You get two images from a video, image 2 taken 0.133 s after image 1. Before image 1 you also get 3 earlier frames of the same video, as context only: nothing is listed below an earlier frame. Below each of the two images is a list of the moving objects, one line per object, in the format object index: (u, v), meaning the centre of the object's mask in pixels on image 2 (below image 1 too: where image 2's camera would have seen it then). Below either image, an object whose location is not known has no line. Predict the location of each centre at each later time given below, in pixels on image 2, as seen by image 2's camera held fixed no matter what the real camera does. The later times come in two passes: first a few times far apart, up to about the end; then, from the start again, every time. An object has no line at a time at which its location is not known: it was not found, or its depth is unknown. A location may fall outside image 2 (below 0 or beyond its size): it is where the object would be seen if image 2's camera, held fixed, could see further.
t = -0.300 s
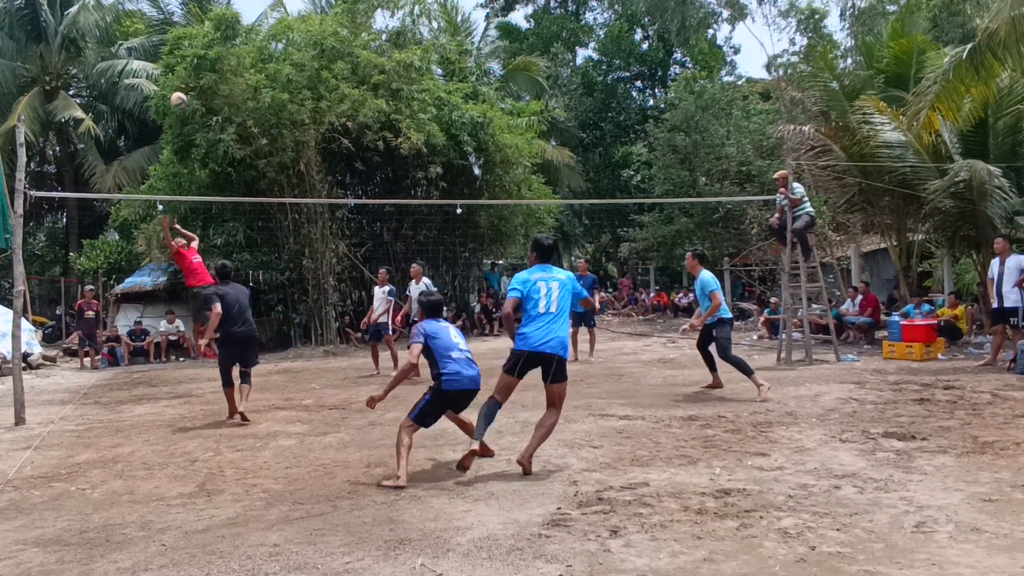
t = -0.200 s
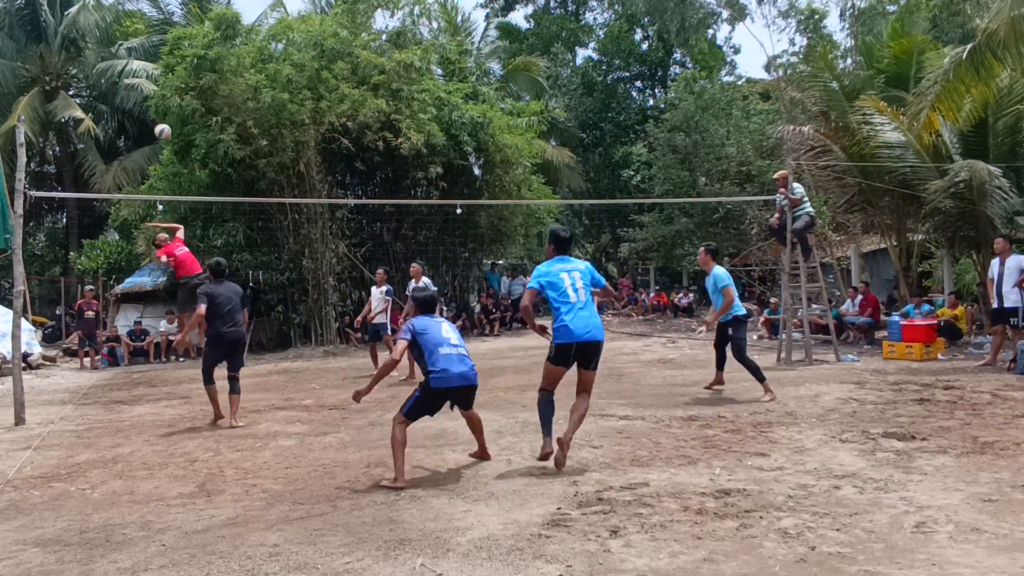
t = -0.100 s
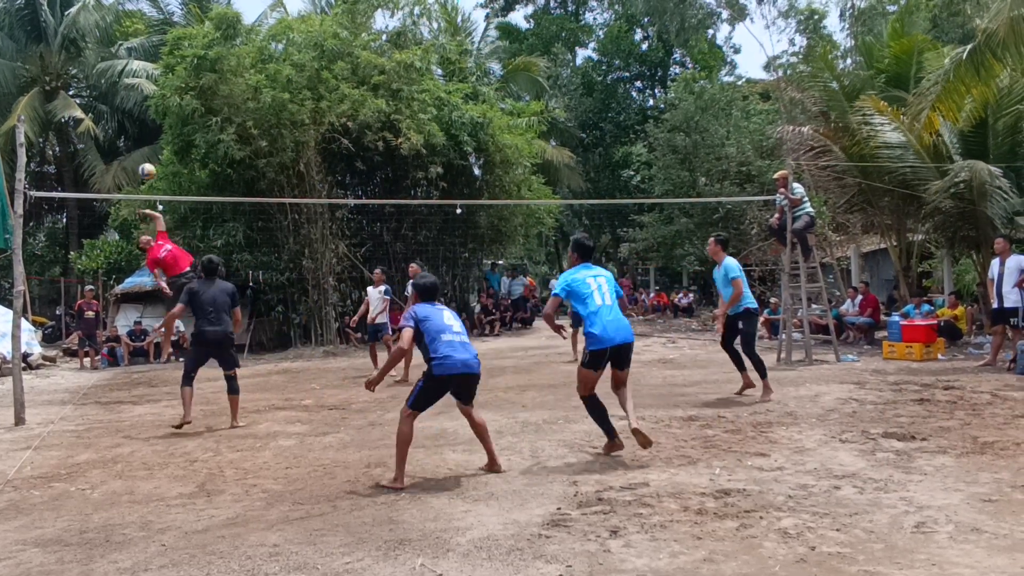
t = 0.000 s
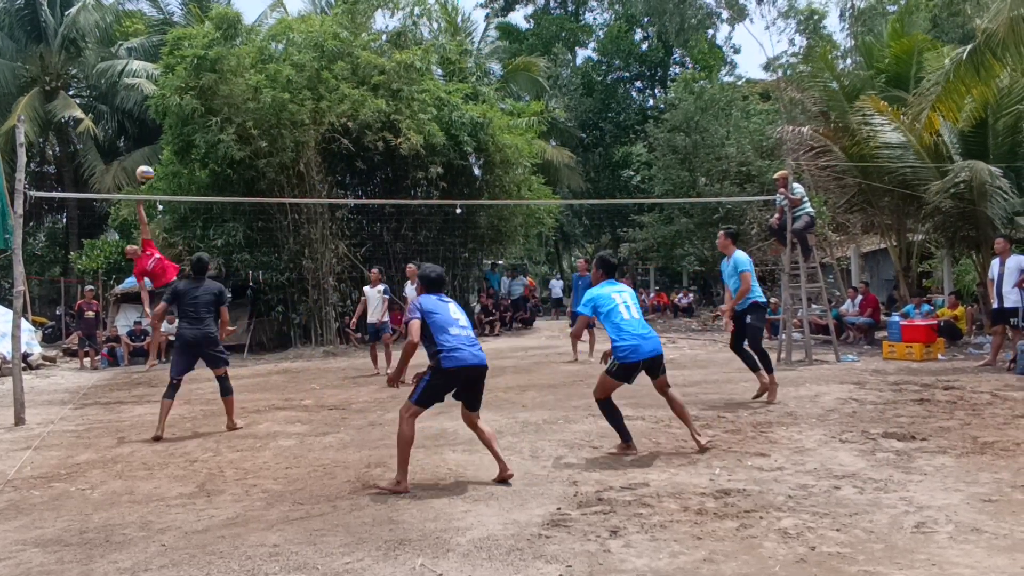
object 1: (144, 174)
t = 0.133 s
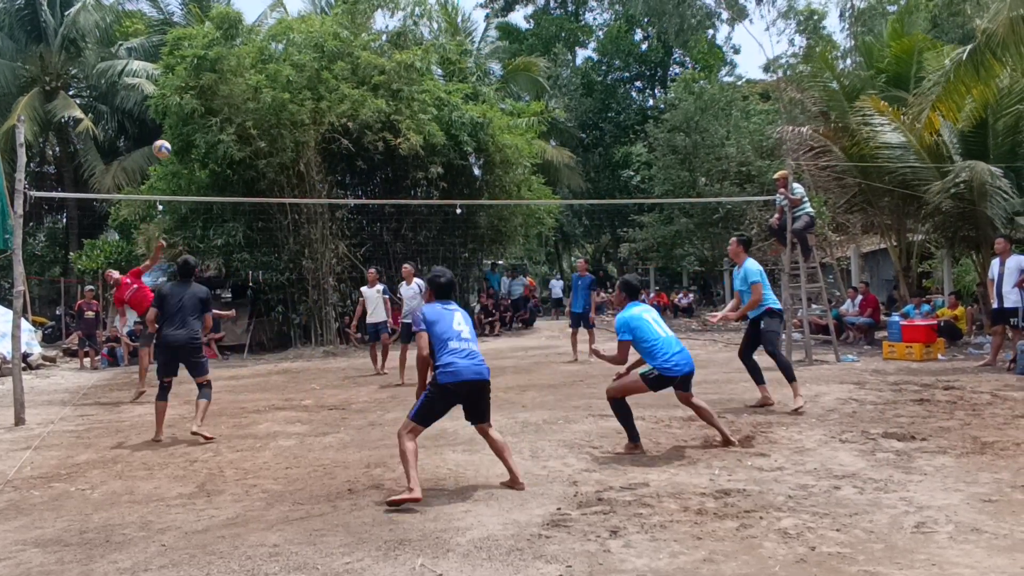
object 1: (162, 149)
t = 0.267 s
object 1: (181, 134)
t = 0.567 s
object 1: (240, 156)
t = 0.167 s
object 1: (166, 144)
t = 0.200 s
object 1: (171, 140)
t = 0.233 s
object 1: (176, 137)
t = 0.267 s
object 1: (181, 134)
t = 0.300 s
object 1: (187, 133)
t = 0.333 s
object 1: (192, 132)
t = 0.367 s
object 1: (198, 133)
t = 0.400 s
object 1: (205, 134)
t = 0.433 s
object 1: (211, 136)
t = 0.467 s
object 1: (217, 139)
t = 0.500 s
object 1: (225, 144)
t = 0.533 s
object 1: (232, 149)
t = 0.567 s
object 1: (240, 156)
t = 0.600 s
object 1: (249, 163)
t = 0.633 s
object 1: (258, 173)
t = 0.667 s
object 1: (267, 184)
